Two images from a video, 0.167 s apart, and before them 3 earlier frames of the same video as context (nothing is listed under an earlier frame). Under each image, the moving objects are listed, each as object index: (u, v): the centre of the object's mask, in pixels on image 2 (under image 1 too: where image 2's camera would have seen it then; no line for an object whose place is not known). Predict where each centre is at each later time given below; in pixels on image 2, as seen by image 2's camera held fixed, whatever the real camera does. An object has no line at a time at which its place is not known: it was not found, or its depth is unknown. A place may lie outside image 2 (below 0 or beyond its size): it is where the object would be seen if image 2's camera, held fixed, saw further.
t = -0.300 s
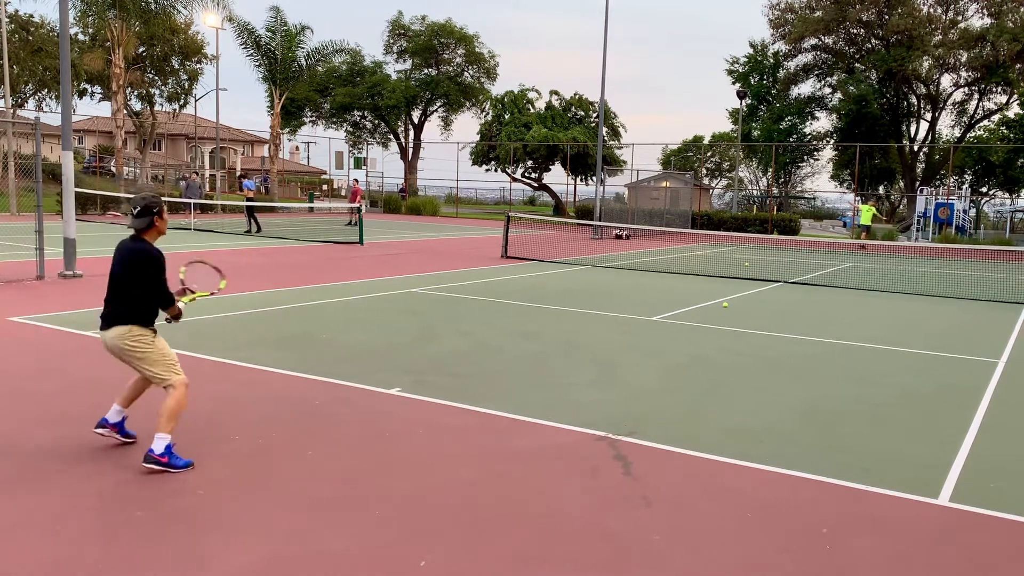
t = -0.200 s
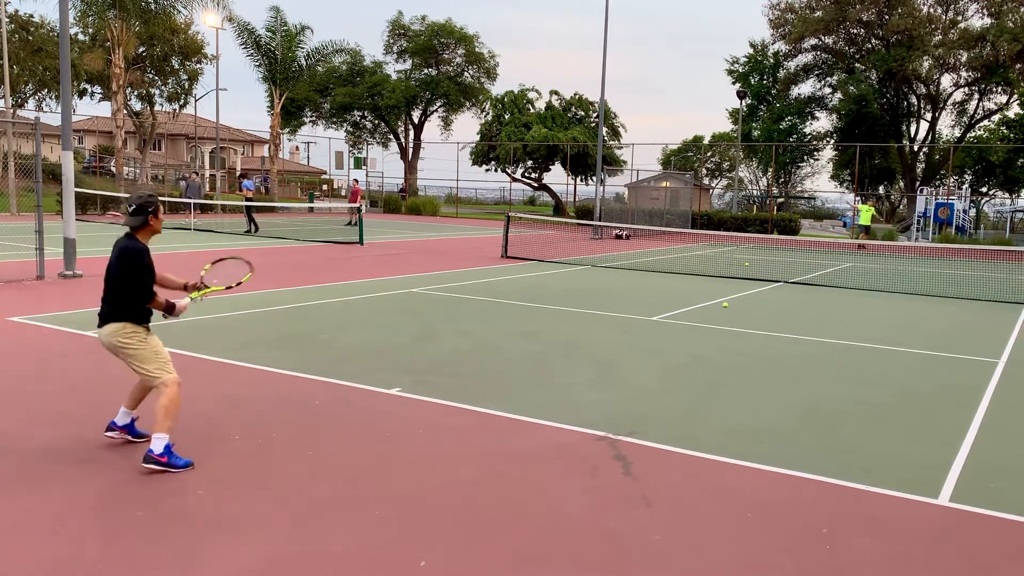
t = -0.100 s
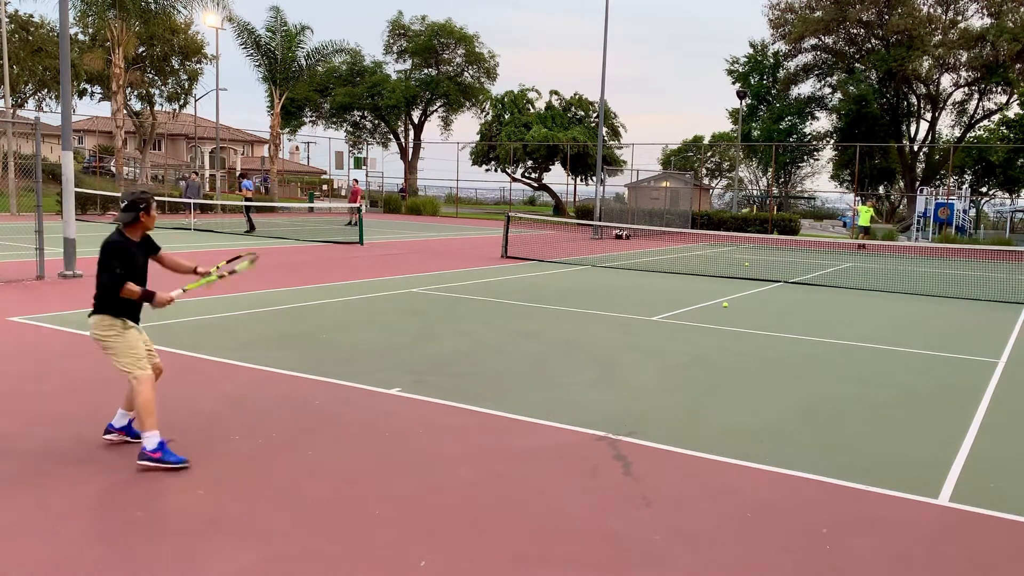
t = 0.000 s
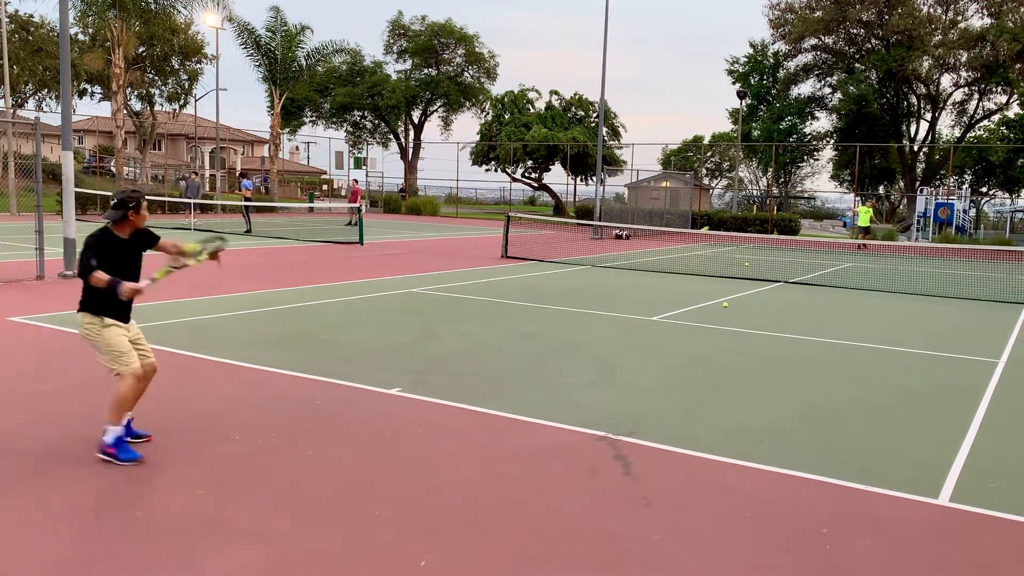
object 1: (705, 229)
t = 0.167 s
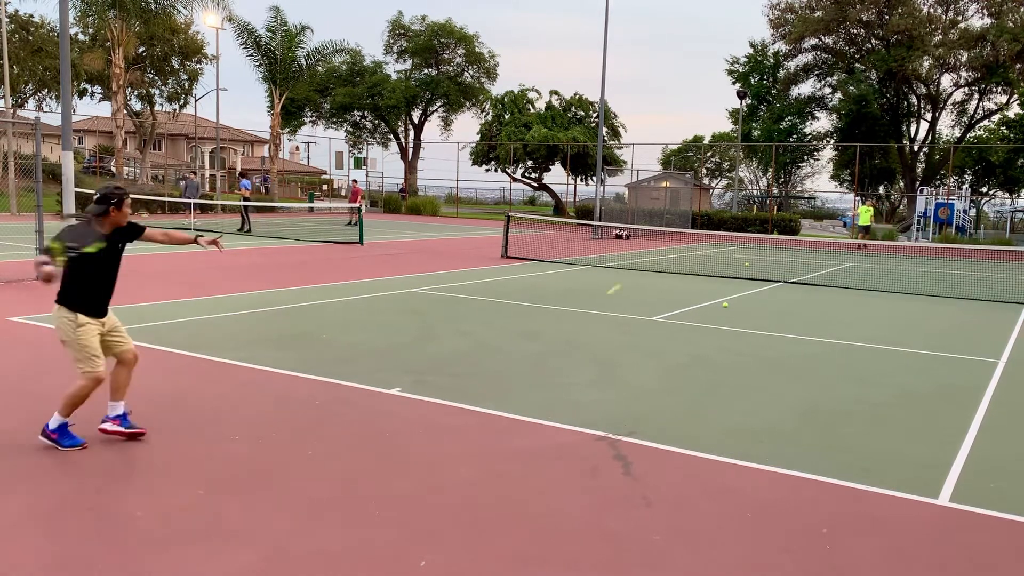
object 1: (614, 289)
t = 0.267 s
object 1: (547, 333)
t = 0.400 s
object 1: (475, 299)
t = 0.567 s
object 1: (347, 277)
